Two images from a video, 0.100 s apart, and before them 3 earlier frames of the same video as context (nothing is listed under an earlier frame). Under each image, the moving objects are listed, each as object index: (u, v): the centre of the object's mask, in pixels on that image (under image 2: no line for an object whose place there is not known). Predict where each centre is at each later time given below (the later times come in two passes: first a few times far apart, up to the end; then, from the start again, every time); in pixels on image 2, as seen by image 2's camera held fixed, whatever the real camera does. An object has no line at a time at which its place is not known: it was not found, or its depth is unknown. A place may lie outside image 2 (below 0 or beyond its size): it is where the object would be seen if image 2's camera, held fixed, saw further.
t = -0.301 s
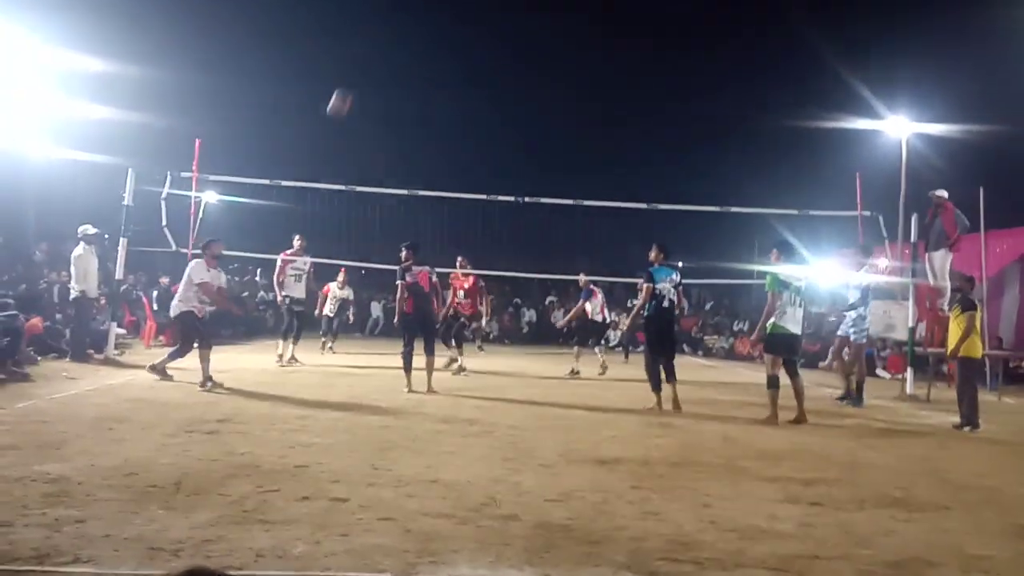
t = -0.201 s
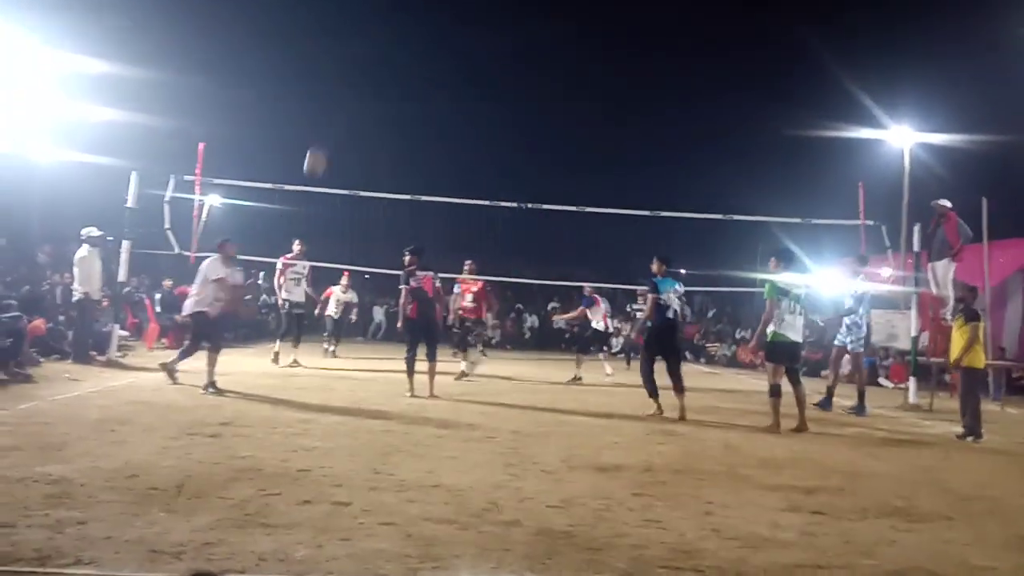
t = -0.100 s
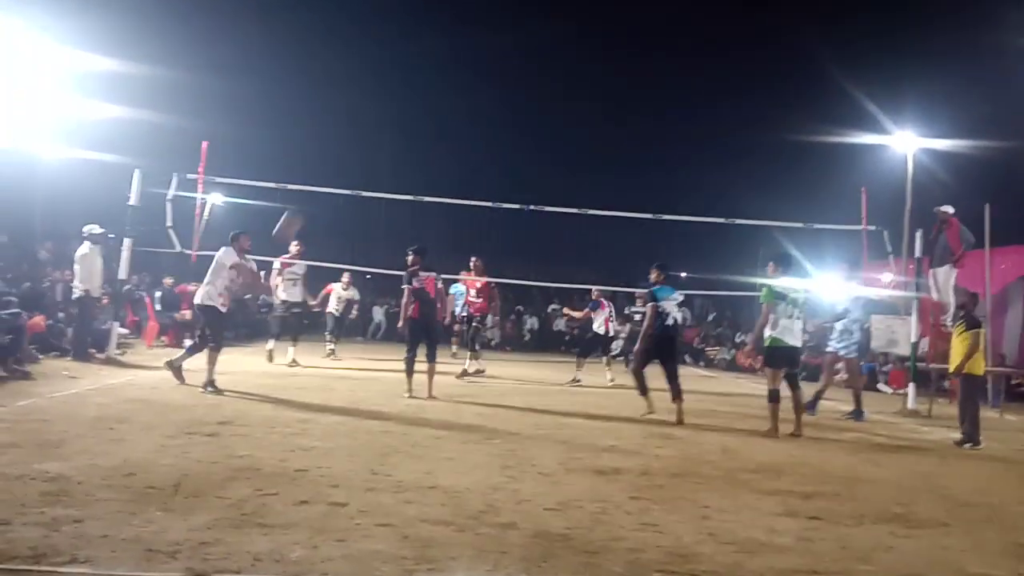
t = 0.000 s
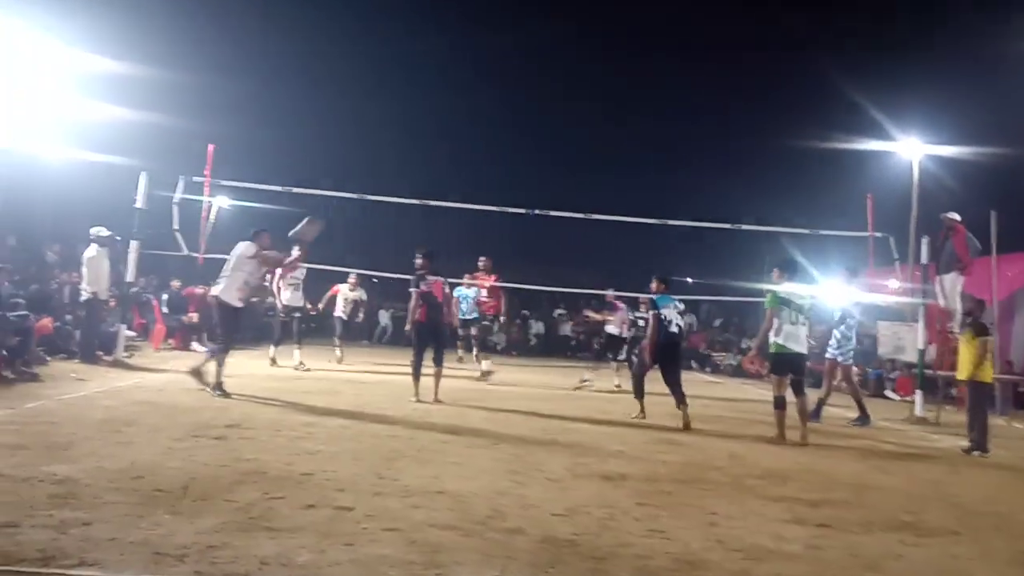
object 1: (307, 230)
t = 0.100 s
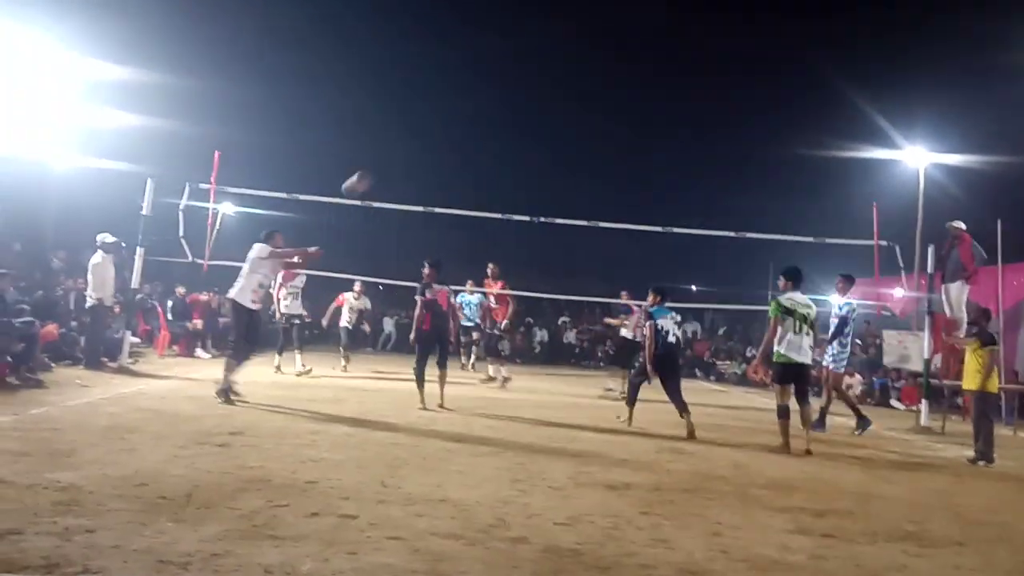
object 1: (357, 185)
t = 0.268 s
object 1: (427, 120)
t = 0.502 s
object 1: (507, 78)
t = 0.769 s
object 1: (579, 88)
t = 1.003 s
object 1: (627, 134)
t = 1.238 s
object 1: (667, 213)
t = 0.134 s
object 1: (372, 169)
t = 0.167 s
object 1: (386, 155)
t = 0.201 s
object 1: (401, 141)
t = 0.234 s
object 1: (415, 130)
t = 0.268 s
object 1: (427, 120)
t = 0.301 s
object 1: (439, 110)
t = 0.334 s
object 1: (452, 102)
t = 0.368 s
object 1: (462, 96)
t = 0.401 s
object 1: (473, 90)
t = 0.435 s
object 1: (484, 85)
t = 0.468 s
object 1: (497, 82)
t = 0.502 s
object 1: (507, 78)
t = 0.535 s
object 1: (516, 77)
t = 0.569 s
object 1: (525, 77)
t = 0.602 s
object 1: (536, 77)
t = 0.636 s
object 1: (545, 78)
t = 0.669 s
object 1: (554, 79)
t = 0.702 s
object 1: (563, 81)
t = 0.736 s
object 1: (572, 85)
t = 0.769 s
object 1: (579, 88)
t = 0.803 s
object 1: (587, 93)
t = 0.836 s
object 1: (595, 98)
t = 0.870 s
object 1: (602, 104)
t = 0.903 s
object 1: (607, 111)
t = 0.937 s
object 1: (614, 118)
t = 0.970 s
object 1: (620, 126)
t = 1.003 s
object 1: (627, 134)
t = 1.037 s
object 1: (633, 144)
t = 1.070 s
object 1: (639, 154)
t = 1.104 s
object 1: (645, 165)
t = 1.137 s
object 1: (651, 176)
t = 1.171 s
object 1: (657, 188)
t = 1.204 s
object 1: (662, 200)
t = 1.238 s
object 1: (667, 213)
